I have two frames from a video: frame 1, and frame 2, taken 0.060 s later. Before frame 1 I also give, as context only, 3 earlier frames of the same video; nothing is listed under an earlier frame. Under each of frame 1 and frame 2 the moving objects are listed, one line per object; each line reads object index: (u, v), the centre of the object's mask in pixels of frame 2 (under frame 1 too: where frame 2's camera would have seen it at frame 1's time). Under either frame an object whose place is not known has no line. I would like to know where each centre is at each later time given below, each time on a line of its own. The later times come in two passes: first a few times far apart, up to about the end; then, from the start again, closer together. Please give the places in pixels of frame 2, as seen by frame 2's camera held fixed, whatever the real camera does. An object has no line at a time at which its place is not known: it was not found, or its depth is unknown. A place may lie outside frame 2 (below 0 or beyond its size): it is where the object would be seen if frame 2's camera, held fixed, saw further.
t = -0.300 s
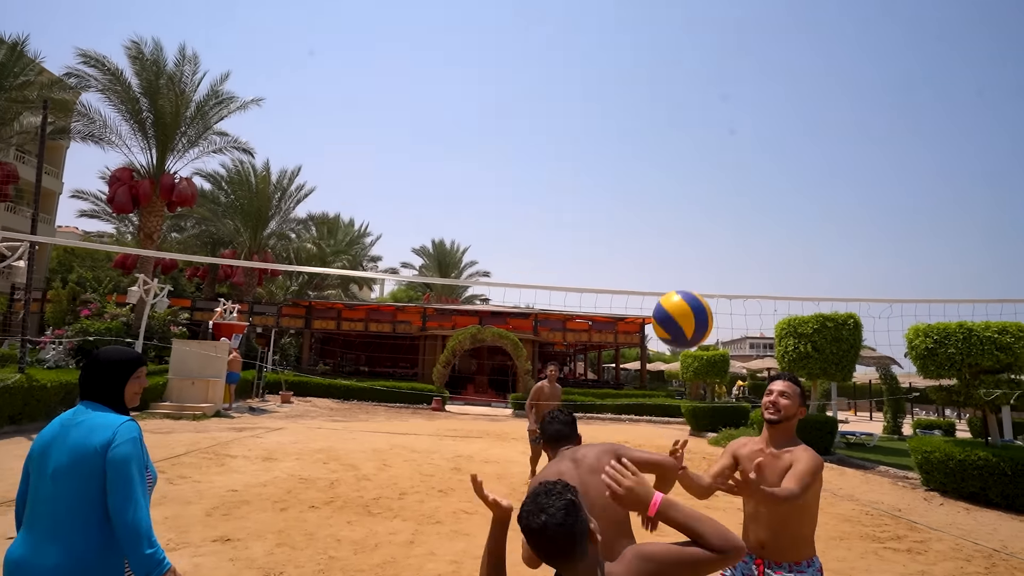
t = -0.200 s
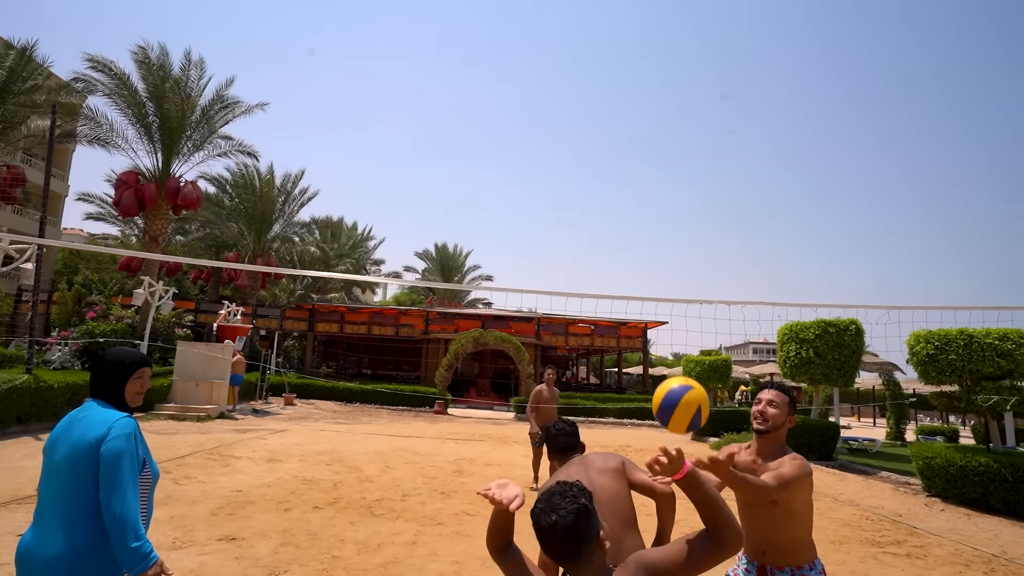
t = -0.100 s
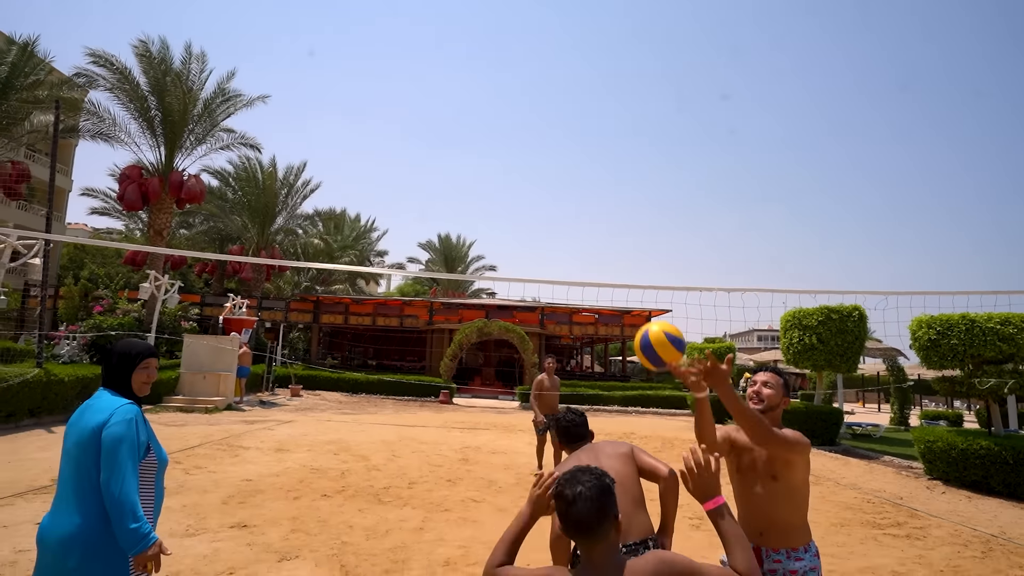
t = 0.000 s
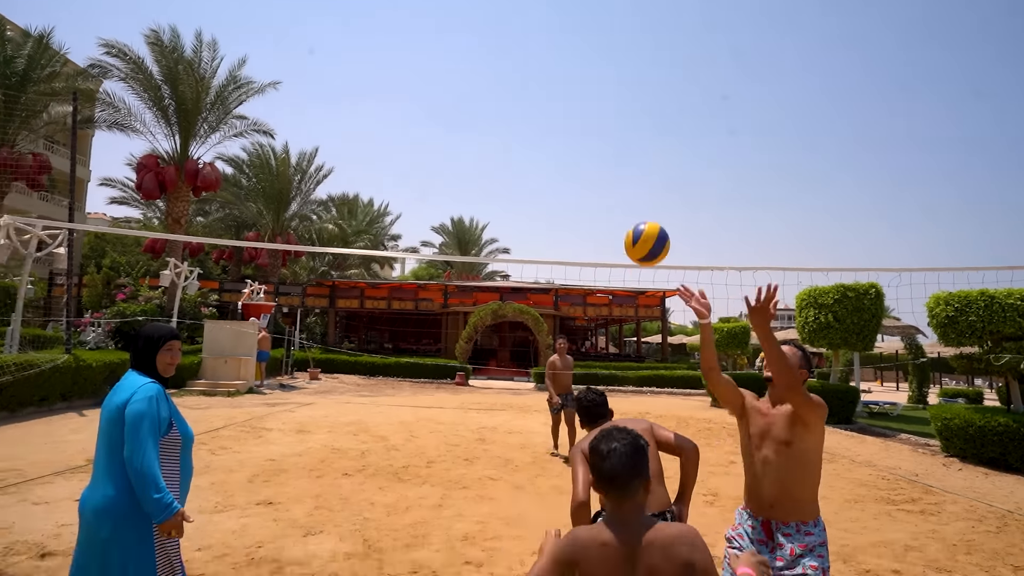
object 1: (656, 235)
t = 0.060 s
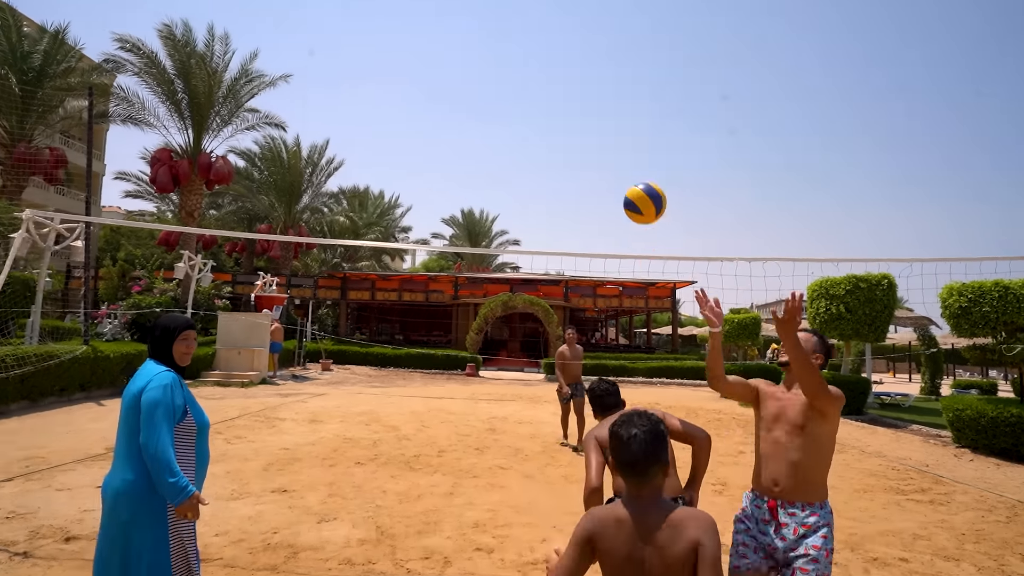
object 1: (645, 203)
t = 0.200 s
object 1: (624, 164)
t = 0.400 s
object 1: (597, 172)
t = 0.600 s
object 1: (578, 234)
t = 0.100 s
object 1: (638, 187)
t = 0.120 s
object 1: (635, 181)
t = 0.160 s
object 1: (629, 171)
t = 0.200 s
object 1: (624, 164)
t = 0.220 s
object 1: (621, 161)
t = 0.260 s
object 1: (615, 159)
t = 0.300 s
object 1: (609, 159)
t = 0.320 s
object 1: (607, 161)
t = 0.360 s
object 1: (602, 165)
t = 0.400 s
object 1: (597, 172)
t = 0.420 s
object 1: (595, 176)
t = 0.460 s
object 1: (591, 186)
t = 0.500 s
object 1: (588, 198)
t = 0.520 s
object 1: (586, 204)
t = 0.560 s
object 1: (582, 218)
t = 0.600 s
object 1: (578, 234)
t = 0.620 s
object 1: (577, 243)
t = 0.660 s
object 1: (573, 261)
